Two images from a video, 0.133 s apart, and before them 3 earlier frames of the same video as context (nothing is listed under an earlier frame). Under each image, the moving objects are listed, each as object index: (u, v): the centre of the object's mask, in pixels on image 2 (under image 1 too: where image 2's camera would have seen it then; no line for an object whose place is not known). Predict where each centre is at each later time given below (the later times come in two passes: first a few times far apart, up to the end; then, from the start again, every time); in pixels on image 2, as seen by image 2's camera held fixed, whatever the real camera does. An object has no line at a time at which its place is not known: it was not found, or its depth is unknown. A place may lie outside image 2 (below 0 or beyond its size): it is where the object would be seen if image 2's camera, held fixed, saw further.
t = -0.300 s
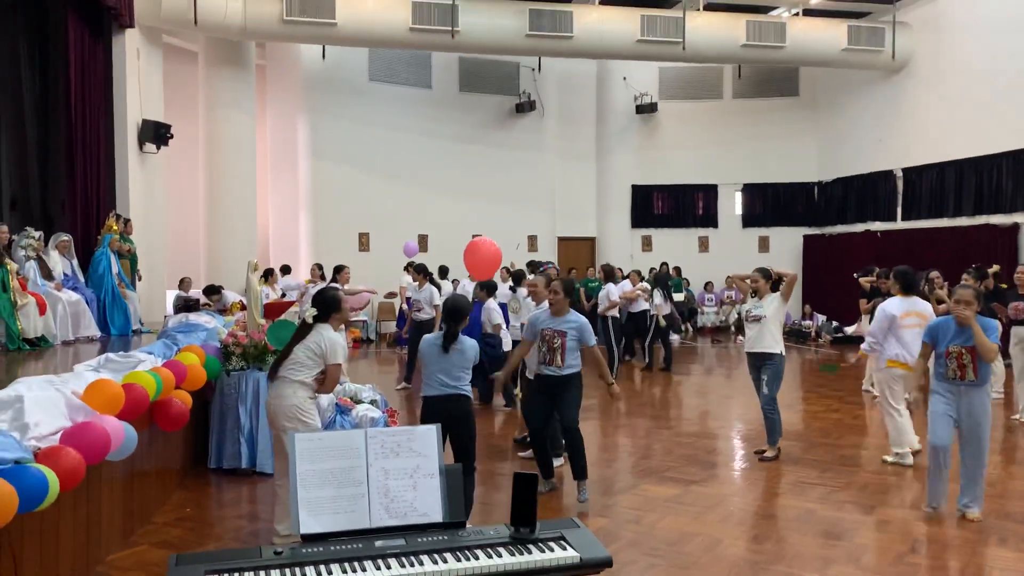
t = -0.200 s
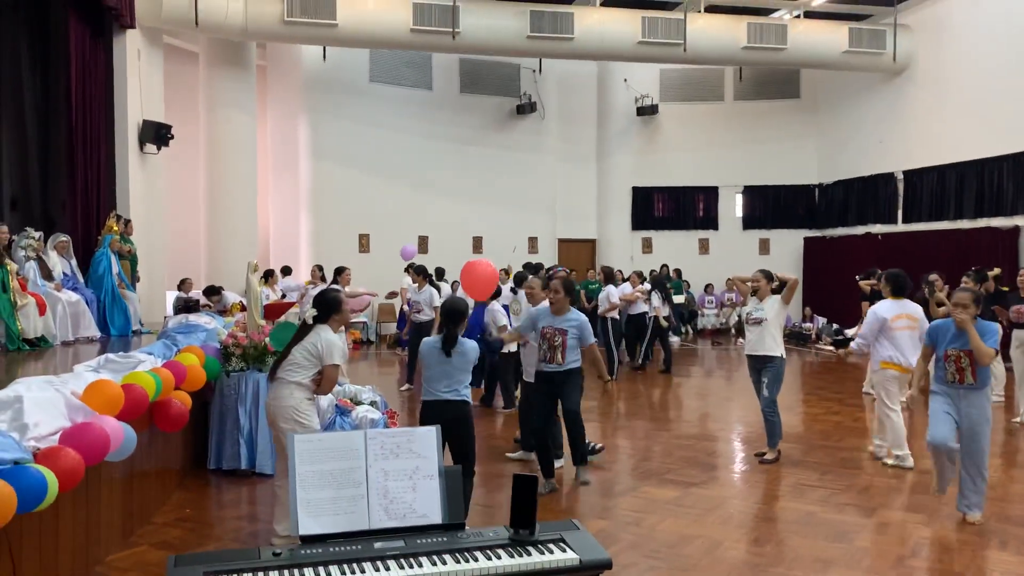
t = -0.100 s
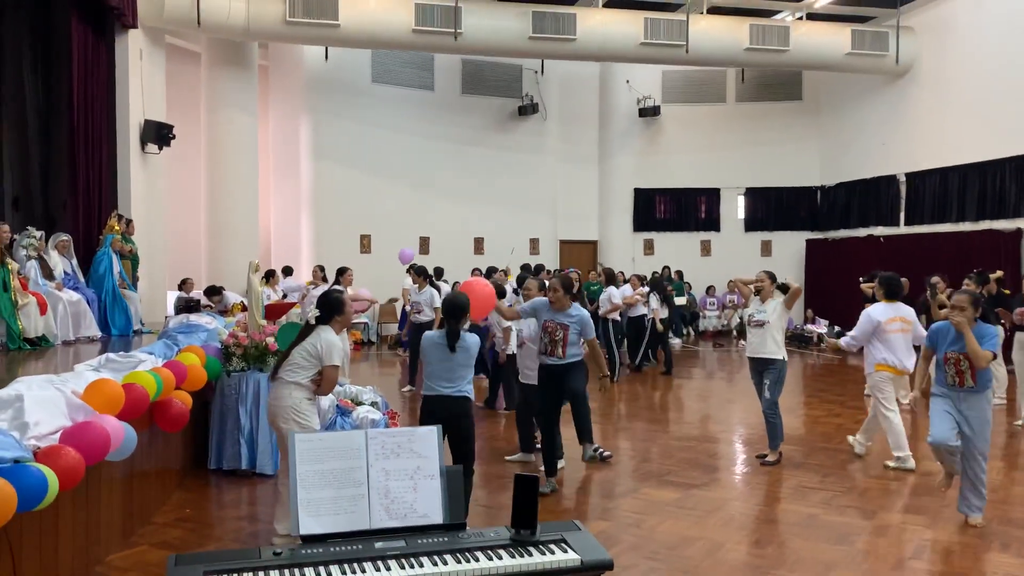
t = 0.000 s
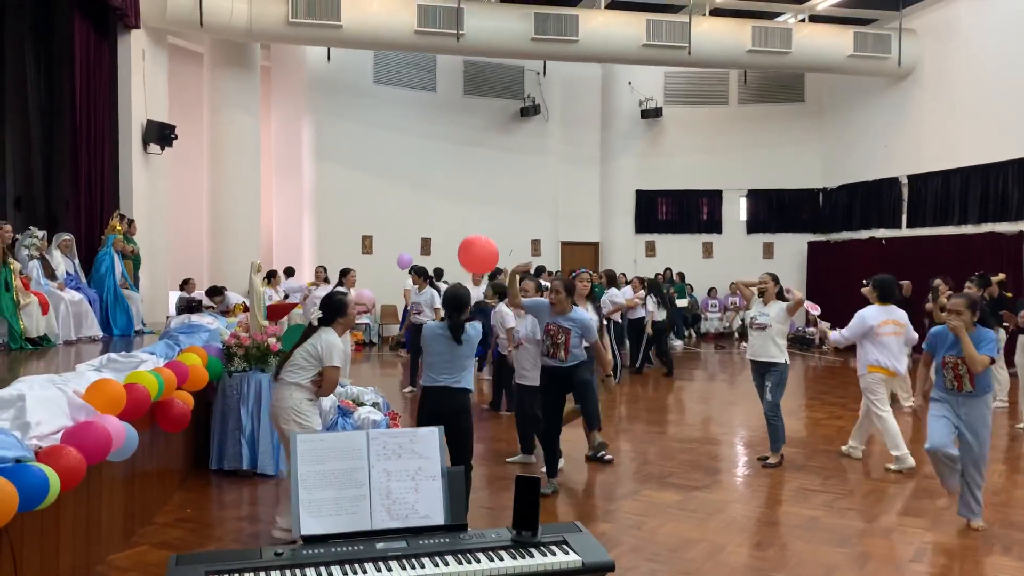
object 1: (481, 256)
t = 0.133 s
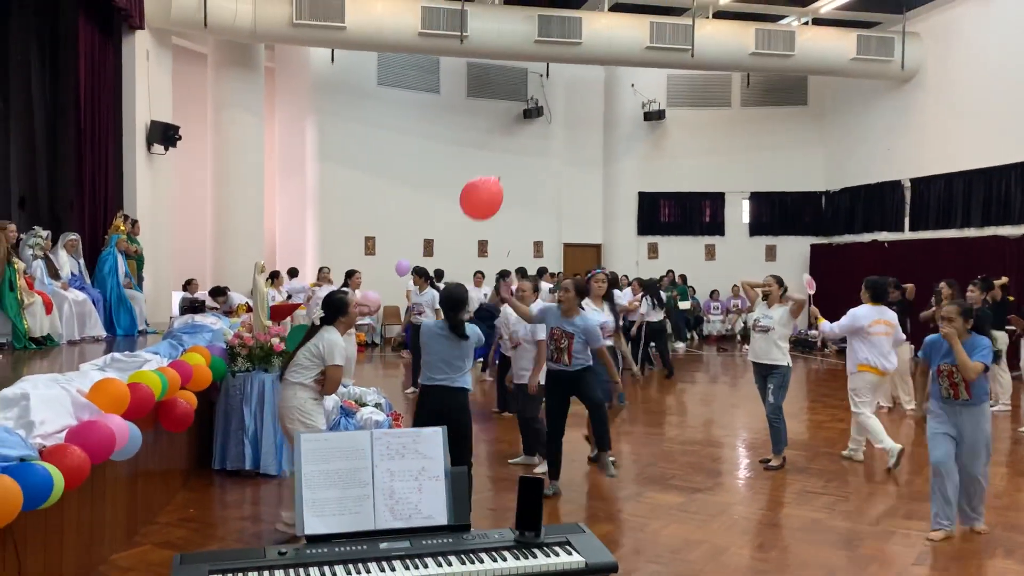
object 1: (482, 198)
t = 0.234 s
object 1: (481, 165)
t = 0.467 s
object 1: (474, 116)
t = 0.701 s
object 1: (459, 102)
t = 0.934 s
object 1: (455, 109)
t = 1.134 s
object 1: (459, 118)
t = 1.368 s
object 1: (465, 136)
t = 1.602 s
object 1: (470, 168)
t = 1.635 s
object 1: (471, 174)
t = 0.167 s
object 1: (481, 186)
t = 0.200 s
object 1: (481, 175)
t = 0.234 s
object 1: (481, 165)
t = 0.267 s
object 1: (480, 155)
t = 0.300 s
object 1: (480, 147)
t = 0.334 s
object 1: (479, 139)
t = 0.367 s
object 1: (478, 132)
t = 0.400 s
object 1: (477, 126)
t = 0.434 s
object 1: (476, 120)
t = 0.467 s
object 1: (474, 116)
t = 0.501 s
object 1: (472, 112)
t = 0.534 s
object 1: (470, 109)
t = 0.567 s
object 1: (468, 107)
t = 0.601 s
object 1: (466, 105)
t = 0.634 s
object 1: (463, 103)
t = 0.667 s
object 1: (461, 102)
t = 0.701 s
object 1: (459, 102)
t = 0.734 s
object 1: (458, 103)
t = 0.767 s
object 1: (456, 103)
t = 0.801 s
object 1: (455, 104)
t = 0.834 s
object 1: (455, 105)
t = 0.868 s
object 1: (455, 107)
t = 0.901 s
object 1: (455, 108)
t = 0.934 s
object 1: (455, 109)
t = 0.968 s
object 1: (456, 110)
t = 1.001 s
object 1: (457, 112)
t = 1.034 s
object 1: (457, 113)
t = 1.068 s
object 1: (458, 115)
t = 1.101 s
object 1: (458, 116)
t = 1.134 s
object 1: (459, 118)
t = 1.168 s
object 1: (460, 120)
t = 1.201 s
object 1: (461, 122)
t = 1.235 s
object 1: (461, 124)
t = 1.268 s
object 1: (462, 127)
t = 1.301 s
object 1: (463, 129)
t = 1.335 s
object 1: (464, 132)
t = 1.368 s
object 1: (465, 136)
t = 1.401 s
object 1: (466, 140)
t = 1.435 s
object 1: (466, 144)
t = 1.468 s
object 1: (467, 148)
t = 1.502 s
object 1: (468, 153)
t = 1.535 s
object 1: (469, 158)
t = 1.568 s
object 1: (470, 163)
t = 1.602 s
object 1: (470, 168)
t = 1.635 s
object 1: (471, 174)
